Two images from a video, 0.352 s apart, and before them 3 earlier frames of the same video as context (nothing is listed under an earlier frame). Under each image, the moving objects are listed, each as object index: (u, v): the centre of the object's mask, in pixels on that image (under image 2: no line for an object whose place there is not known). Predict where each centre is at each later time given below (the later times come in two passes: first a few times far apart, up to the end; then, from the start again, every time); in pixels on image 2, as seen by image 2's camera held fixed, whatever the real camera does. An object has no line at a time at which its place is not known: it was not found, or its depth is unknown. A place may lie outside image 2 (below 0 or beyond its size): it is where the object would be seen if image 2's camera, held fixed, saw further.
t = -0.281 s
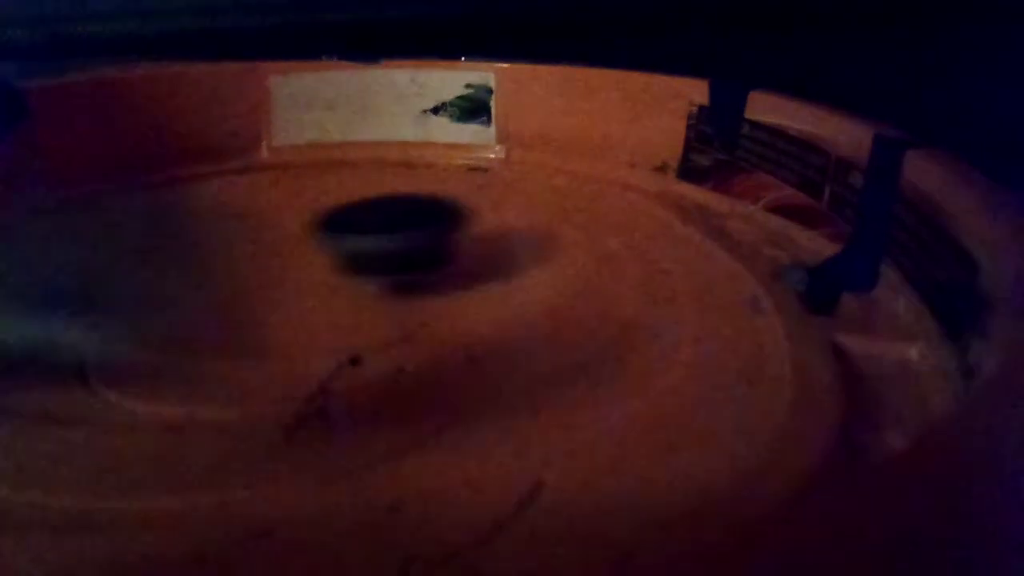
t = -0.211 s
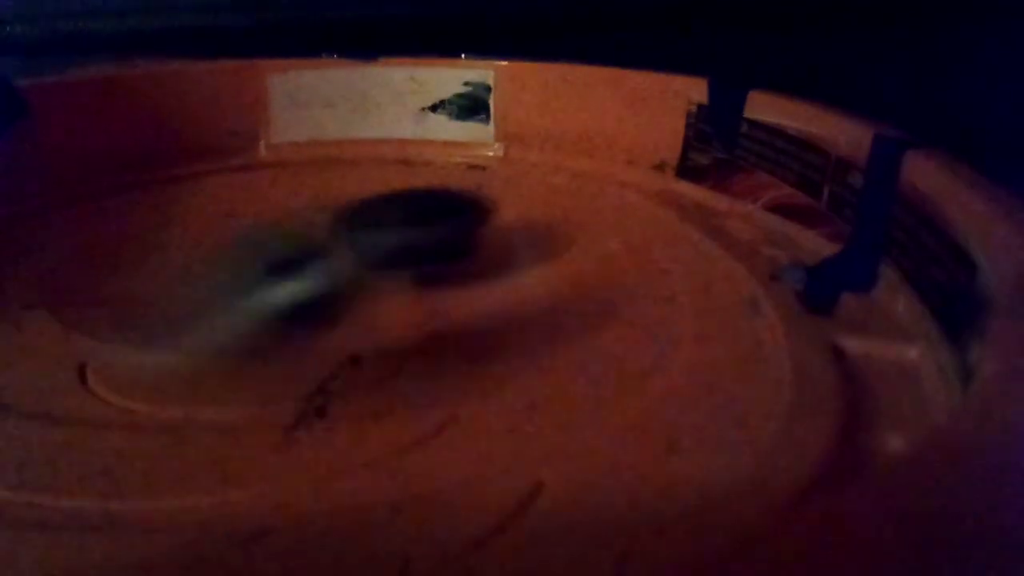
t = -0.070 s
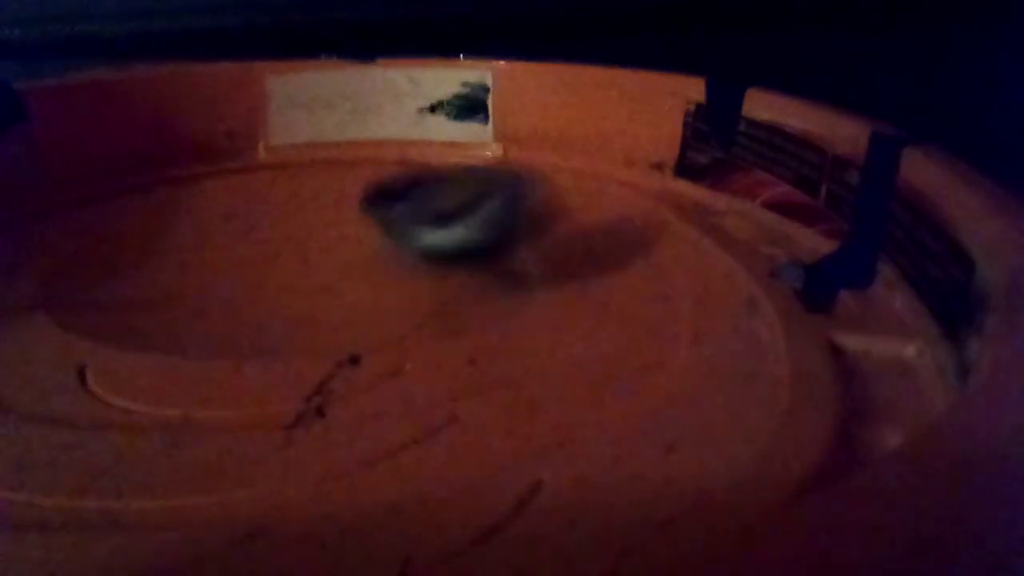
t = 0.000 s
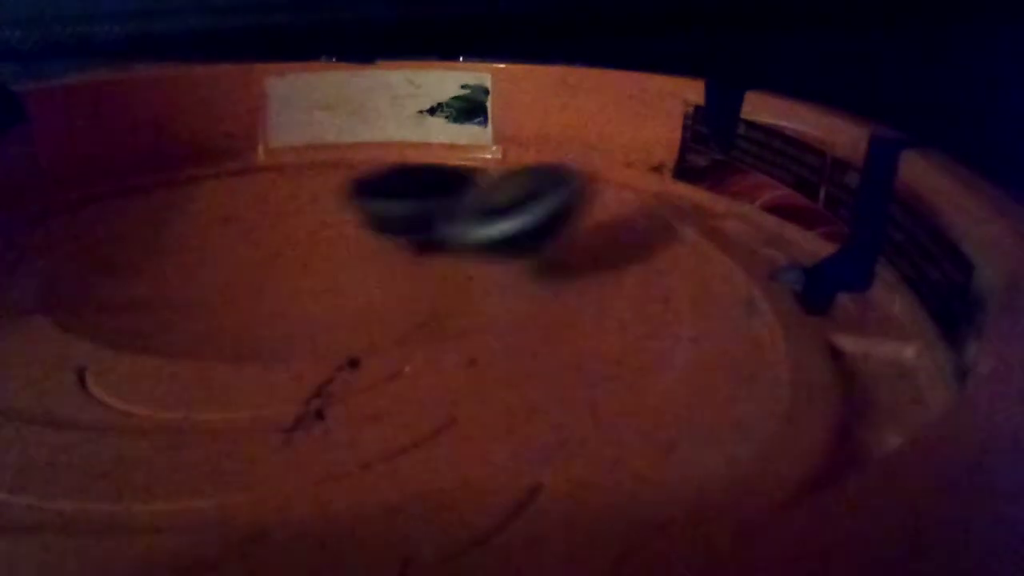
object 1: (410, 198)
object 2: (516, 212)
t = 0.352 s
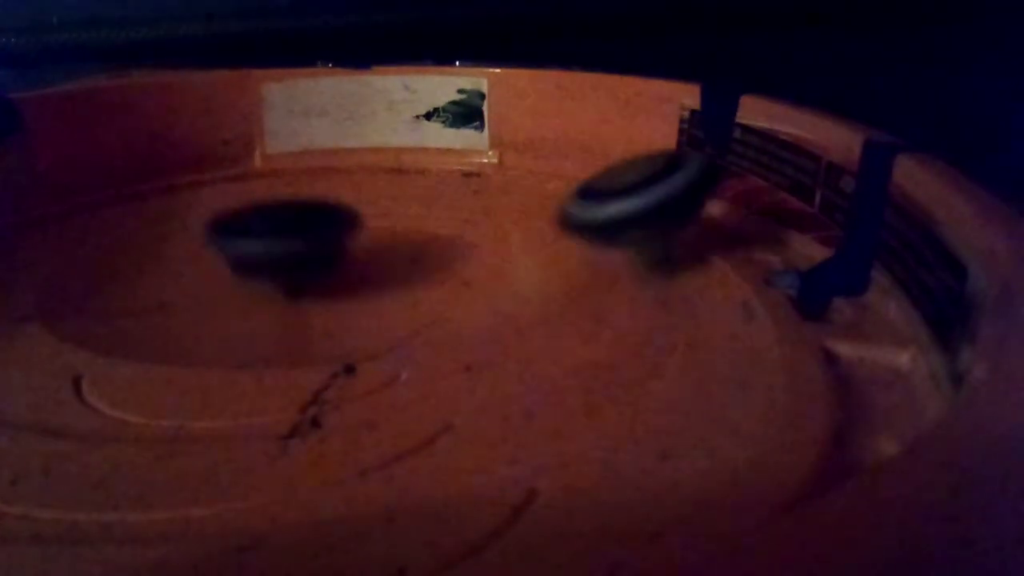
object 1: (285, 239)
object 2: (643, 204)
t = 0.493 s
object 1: (329, 251)
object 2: (607, 224)
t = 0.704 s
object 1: (427, 234)
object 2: (583, 273)
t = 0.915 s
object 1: (421, 215)
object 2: (502, 348)
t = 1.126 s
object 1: (338, 224)
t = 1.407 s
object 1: (323, 252)
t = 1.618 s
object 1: (386, 248)
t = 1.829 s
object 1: (398, 232)
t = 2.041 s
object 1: (335, 231)
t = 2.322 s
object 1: (297, 252)
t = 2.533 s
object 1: (364, 246)
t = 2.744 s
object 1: (356, 228)
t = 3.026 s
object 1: (284, 234)
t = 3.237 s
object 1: (323, 246)
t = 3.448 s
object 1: (375, 230)
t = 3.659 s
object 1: (341, 220)
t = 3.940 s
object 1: (316, 241)
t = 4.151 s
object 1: (322, 248)
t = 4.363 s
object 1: (338, 240)
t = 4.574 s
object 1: (306, 239)
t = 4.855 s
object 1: (338, 231)
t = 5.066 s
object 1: (326, 229)
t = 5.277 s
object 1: (326, 235)
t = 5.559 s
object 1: (365, 226)
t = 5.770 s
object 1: (342, 230)
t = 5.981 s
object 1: (400, 223)
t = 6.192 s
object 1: (389, 209)
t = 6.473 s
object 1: (441, 208)
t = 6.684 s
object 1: (438, 212)
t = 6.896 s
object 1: (451, 231)
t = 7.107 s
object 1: (460, 236)
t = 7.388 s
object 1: (392, 255)
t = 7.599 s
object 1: (334, 269)
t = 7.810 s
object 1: (312, 266)
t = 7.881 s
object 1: (285, 265)
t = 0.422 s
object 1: (301, 247)
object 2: (622, 212)
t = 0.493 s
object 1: (329, 251)
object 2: (607, 224)
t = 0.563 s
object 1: (367, 248)
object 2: (603, 234)
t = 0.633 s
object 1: (402, 244)
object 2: (598, 249)
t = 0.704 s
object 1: (427, 234)
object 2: (583, 273)
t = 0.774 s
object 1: (437, 227)
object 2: (565, 304)
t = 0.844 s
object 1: (436, 222)
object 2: (542, 325)
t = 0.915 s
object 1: (421, 215)
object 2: (502, 348)
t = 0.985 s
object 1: (394, 214)
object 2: (445, 380)
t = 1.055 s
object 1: (366, 217)
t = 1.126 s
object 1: (338, 224)
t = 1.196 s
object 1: (319, 232)
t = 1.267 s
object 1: (309, 240)
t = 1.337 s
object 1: (312, 247)
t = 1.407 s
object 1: (323, 252)
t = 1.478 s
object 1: (340, 253)
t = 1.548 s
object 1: (363, 252)
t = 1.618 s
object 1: (386, 248)
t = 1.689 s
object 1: (403, 242)
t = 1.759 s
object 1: (406, 235)
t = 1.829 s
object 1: (398, 232)
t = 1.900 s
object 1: (380, 229)
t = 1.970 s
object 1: (359, 229)
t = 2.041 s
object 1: (335, 231)
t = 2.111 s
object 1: (312, 235)
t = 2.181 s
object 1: (294, 241)
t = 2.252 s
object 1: (290, 247)
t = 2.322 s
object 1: (297, 252)
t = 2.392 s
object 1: (316, 254)
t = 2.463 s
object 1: (339, 252)
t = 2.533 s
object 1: (364, 246)
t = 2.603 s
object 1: (371, 238)
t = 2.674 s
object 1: (366, 233)
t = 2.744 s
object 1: (356, 228)
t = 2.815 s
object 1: (337, 226)
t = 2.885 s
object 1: (317, 226)
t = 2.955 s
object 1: (298, 230)
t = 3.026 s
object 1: (284, 234)
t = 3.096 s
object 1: (286, 240)
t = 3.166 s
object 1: (298, 244)
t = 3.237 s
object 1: (323, 246)
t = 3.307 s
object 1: (348, 243)
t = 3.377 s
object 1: (364, 236)
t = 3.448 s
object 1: (375, 230)
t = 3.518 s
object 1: (375, 224)
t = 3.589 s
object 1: (362, 221)
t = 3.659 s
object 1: (341, 220)
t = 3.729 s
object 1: (322, 223)
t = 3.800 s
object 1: (310, 228)
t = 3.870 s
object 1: (308, 235)
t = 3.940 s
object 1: (316, 241)
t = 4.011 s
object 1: (318, 243)
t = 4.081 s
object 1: (317, 246)
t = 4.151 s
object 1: (322, 248)
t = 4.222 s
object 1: (331, 247)
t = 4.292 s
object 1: (341, 244)
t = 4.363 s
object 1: (338, 240)
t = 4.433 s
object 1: (327, 237)
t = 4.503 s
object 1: (313, 237)
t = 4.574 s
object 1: (306, 239)
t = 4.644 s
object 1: (307, 242)
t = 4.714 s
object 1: (314, 240)
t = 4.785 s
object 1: (326, 233)
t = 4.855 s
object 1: (338, 231)
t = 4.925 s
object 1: (340, 232)
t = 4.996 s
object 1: (334, 229)
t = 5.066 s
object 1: (326, 229)
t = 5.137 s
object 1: (318, 230)
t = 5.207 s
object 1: (318, 234)
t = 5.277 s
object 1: (326, 235)
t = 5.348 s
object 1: (340, 235)
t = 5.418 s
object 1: (353, 232)
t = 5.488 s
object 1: (362, 228)
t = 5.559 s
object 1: (365, 226)
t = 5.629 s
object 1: (358, 225)
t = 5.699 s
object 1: (347, 226)
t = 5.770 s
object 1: (342, 230)
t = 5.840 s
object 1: (344, 232)
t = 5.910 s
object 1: (375, 231)
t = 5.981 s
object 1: (400, 223)
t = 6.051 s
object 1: (412, 215)
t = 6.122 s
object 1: (407, 209)
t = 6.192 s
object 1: (389, 209)
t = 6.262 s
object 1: (382, 215)
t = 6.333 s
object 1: (404, 213)
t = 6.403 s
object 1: (429, 211)
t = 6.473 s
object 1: (441, 208)
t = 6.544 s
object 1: (445, 208)
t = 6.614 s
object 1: (443, 208)
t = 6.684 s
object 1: (438, 212)
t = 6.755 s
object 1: (437, 221)
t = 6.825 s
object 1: (443, 228)
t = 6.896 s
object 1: (451, 231)
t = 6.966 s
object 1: (460, 233)
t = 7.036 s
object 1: (463, 233)
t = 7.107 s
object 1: (460, 236)
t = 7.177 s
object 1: (447, 239)
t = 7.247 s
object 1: (433, 243)
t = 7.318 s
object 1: (415, 248)
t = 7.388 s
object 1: (392, 255)
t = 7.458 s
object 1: (372, 261)
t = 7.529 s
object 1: (351, 264)
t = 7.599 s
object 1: (334, 269)
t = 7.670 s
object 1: (328, 270)
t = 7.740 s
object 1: (322, 269)
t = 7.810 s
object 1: (312, 266)
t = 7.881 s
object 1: (285, 265)
